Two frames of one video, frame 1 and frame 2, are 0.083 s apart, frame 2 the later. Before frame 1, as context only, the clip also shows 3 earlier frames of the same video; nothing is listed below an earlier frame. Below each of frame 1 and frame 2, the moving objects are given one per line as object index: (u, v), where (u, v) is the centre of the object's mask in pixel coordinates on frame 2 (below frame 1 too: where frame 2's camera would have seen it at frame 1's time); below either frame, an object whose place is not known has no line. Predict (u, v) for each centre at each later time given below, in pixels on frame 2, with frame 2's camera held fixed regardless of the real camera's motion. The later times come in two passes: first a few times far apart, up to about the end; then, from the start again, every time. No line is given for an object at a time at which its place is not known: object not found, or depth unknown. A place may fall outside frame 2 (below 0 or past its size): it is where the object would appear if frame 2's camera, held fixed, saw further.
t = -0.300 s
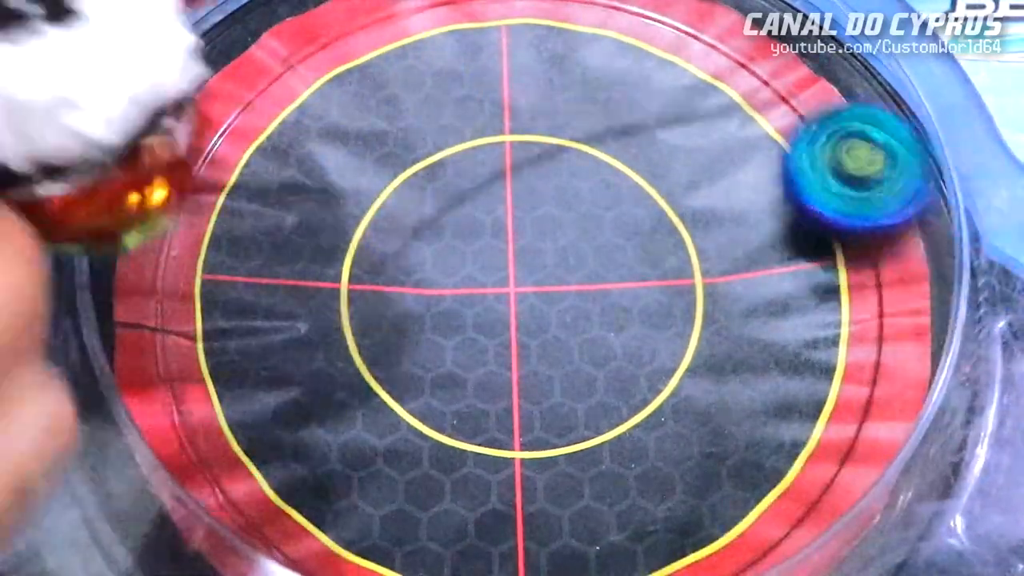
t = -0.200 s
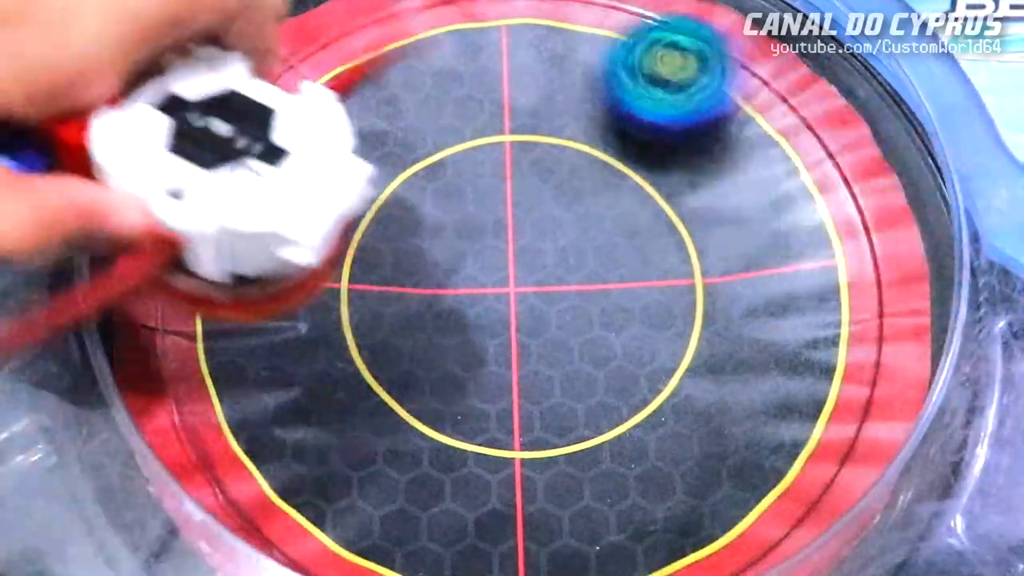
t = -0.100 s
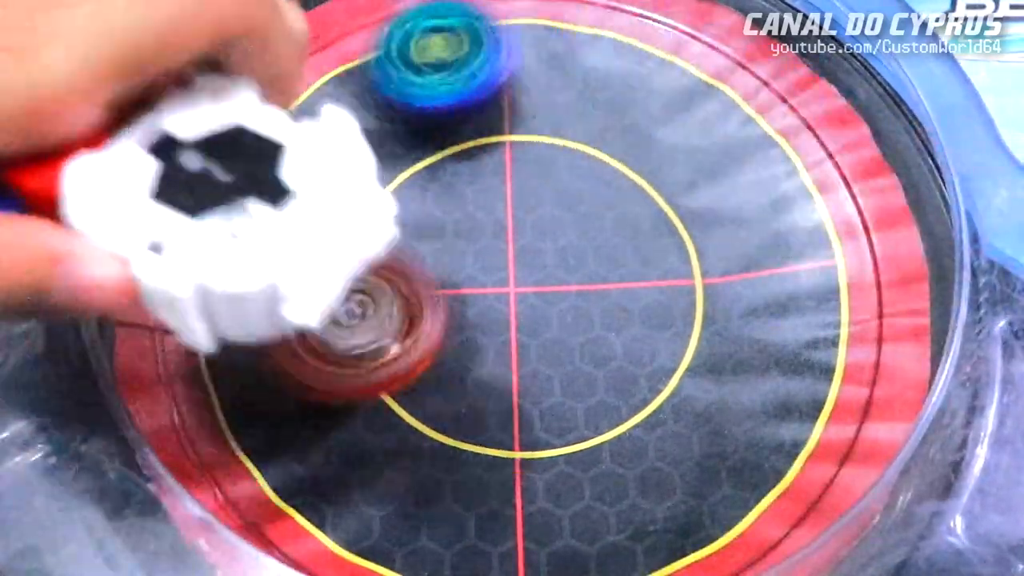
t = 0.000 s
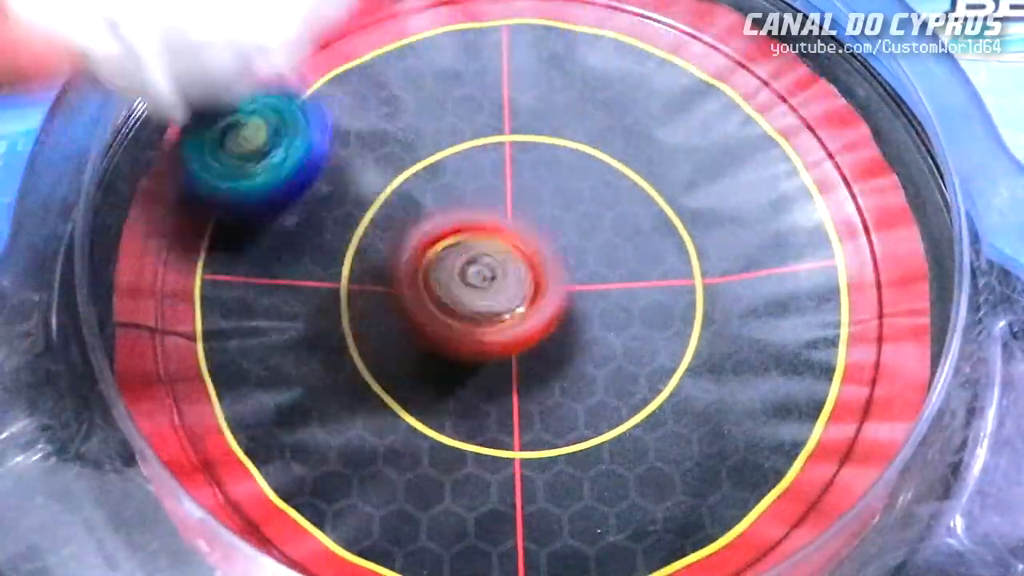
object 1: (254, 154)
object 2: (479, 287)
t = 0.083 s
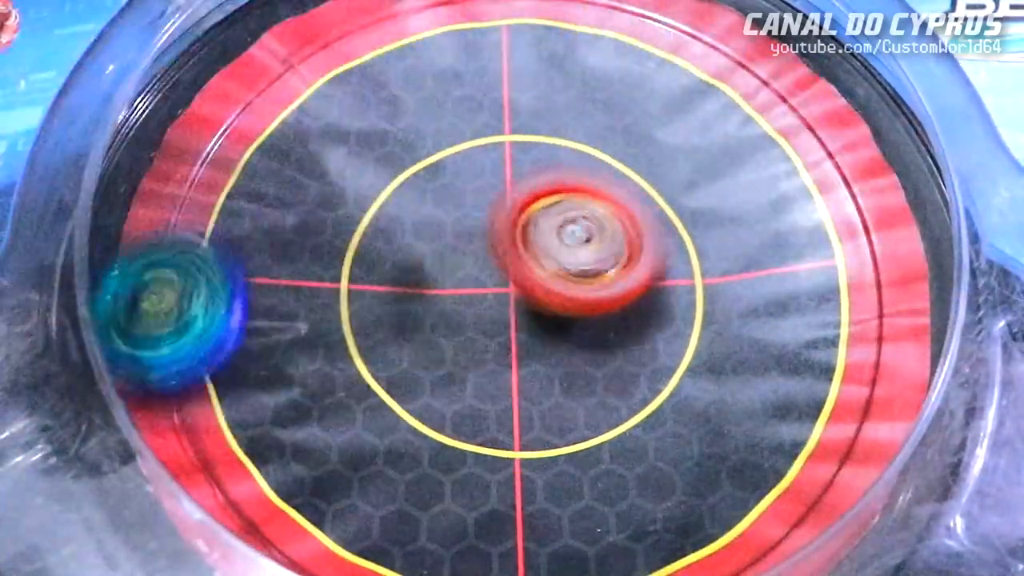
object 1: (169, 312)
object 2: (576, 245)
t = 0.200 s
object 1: (382, 533)
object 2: (671, 197)
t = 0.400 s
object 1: (873, 306)
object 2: (672, 139)
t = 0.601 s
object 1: (619, 24)
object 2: (489, 174)
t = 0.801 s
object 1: (187, 146)
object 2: (336, 270)
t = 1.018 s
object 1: (268, 539)
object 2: (670, 384)
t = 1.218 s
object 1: (536, 466)
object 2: (886, 260)
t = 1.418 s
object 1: (540, 125)
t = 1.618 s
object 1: (120, 189)
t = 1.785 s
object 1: (229, 431)
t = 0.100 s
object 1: (170, 350)
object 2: (594, 240)
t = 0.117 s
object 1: (185, 386)
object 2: (608, 234)
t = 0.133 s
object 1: (219, 427)
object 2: (622, 219)
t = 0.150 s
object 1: (256, 463)
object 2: (637, 206)
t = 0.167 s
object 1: (292, 494)
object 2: (647, 200)
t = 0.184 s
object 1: (331, 518)
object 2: (660, 198)
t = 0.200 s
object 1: (382, 533)
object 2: (671, 197)
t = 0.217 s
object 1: (441, 540)
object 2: (679, 189)
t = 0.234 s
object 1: (502, 546)
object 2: (687, 182)
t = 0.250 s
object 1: (567, 546)
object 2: (691, 174)
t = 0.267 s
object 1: (623, 540)
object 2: (696, 169)
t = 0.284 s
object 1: (680, 531)
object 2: (698, 157)
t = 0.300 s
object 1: (728, 518)
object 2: (698, 152)
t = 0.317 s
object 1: (768, 492)
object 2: (697, 151)
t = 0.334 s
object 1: (802, 459)
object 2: (696, 150)
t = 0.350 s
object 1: (830, 423)
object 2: (691, 144)
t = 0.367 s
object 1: (854, 386)
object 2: (686, 140)
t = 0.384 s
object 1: (866, 344)
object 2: (679, 140)
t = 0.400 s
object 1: (873, 306)
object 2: (672, 139)
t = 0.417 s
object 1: (875, 267)
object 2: (661, 133)
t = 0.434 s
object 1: (872, 230)
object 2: (651, 128)
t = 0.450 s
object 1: (861, 198)
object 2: (635, 130)
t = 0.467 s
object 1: (849, 166)
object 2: (622, 136)
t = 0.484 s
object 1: (832, 138)
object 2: (609, 144)
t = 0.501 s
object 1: (811, 110)
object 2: (595, 144)
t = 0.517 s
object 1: (788, 88)
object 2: (578, 139)
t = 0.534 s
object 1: (755, 66)
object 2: (562, 137)
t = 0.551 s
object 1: (727, 47)
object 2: (543, 141)
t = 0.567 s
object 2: (523, 153)
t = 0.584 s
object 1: (654, 30)
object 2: (506, 167)
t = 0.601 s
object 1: (619, 24)
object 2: (489, 174)
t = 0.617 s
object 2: (473, 180)
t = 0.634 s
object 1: (542, 19)
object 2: (456, 185)
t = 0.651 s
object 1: (501, 19)
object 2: (439, 191)
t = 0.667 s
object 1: (460, 20)
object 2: (421, 198)
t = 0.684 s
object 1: (419, 23)
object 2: (405, 207)
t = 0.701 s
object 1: (381, 28)
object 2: (391, 214)
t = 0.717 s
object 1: (344, 36)
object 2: (378, 221)
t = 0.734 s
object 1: (309, 45)
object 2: (365, 230)
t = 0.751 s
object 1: (276, 57)
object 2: (355, 240)
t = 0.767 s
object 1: (239, 83)
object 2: (348, 251)
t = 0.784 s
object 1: (207, 110)
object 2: (340, 260)
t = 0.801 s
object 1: (187, 146)
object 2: (336, 270)
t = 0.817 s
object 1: (177, 190)
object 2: (333, 282)
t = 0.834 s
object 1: (165, 236)
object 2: (333, 291)
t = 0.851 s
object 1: (154, 273)
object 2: (353, 307)
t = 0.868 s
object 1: (155, 300)
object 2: (379, 323)
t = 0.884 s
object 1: (159, 333)
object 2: (408, 337)
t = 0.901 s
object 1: (168, 369)
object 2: (438, 351)
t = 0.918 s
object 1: (179, 408)
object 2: (470, 364)
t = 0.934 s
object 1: (187, 436)
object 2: (501, 372)
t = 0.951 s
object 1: (199, 465)
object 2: (535, 377)
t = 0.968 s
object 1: (212, 491)
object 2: (568, 383)
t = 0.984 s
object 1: (228, 511)
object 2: (603, 387)
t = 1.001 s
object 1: (251, 533)
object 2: (636, 386)
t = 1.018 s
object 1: (268, 539)
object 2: (670, 384)
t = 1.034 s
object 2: (700, 384)
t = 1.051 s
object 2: (727, 382)
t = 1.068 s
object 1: (310, 537)
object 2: (754, 374)
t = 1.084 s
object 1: (326, 536)
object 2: (781, 368)
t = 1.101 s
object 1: (346, 535)
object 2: (803, 362)
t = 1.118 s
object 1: (369, 532)
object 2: (823, 346)
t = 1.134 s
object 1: (395, 528)
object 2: (846, 328)
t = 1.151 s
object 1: (424, 525)
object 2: (860, 316)
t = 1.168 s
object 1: (456, 518)
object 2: (869, 308)
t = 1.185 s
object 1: (483, 509)
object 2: (877, 293)
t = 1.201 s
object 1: (512, 491)
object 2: (883, 276)
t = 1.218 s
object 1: (536, 466)
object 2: (886, 260)
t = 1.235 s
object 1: (560, 437)
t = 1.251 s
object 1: (577, 408)
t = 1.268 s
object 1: (592, 377)
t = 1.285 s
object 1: (602, 350)
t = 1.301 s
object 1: (608, 321)
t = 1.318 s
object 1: (613, 289)
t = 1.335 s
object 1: (611, 258)
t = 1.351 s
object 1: (607, 232)
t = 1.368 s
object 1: (602, 203)
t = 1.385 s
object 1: (593, 177)
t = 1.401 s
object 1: (582, 153)
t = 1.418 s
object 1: (540, 125)
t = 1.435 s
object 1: (474, 99)
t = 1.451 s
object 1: (418, 80)
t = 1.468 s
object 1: (347, 61)
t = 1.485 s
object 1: (283, 45)
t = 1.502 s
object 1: (246, 40)
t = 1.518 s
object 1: (210, 47)
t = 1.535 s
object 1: (201, 68)
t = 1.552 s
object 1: (186, 99)
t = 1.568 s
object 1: (174, 125)
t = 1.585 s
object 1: (160, 144)
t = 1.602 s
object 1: (134, 161)
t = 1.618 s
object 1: (120, 189)
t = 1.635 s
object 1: (116, 216)
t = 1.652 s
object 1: (114, 246)
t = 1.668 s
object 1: (120, 272)
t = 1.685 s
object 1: (128, 299)
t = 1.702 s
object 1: (143, 323)
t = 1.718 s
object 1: (170, 348)
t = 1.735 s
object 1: (192, 373)
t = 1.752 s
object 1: (208, 397)
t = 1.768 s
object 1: (208, 416)
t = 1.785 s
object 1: (229, 431)
